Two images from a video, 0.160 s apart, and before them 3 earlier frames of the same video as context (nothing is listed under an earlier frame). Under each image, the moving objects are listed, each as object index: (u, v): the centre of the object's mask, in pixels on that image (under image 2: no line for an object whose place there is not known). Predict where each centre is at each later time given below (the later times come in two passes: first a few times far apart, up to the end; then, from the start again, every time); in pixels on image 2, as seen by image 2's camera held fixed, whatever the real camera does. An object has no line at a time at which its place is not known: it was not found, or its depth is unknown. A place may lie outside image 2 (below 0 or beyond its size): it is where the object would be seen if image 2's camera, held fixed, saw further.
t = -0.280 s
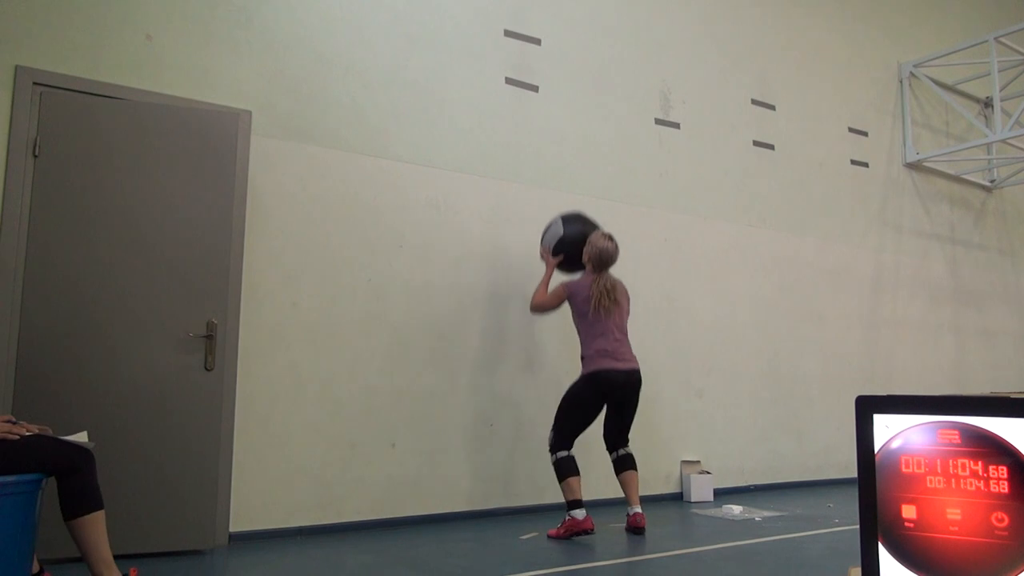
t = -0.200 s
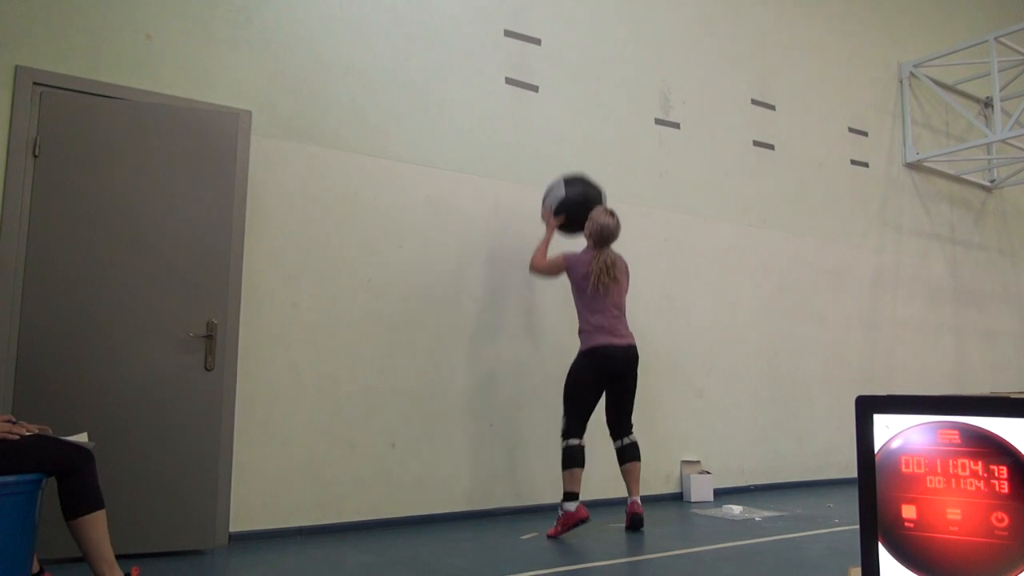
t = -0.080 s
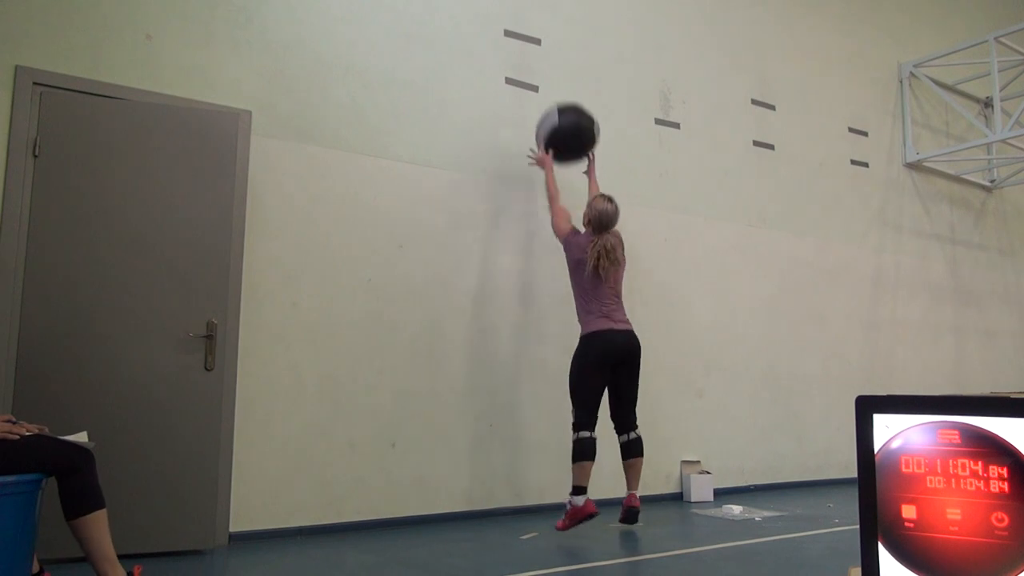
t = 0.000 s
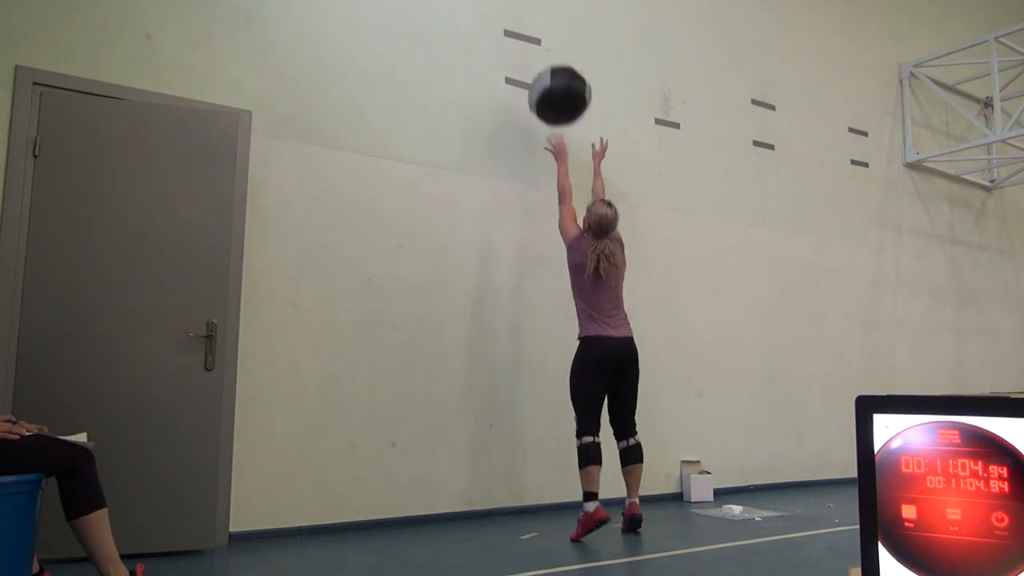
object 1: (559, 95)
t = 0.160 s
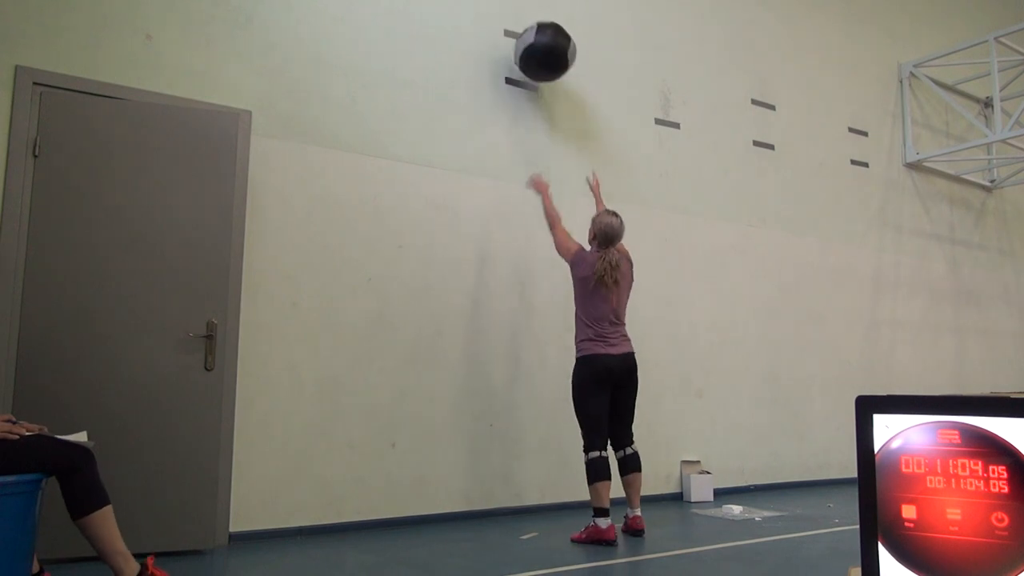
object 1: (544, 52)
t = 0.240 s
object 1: (537, 45)
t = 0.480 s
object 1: (542, 67)
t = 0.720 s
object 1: (552, 181)
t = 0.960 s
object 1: (564, 414)
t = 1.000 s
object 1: (565, 465)
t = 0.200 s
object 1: (541, 47)
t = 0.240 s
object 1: (537, 45)
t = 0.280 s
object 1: (534, 45)
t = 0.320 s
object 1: (535, 45)
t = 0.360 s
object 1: (536, 47)
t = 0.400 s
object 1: (538, 51)
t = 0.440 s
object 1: (540, 58)
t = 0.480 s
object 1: (542, 67)
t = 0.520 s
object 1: (543, 79)
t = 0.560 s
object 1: (545, 93)
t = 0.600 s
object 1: (547, 111)
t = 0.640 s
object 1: (549, 131)
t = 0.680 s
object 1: (551, 155)
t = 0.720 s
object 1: (552, 181)
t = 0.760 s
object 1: (554, 210)
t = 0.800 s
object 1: (556, 243)
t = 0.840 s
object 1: (558, 280)
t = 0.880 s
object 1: (558, 317)
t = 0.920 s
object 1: (561, 366)
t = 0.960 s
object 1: (564, 414)
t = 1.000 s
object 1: (565, 465)
